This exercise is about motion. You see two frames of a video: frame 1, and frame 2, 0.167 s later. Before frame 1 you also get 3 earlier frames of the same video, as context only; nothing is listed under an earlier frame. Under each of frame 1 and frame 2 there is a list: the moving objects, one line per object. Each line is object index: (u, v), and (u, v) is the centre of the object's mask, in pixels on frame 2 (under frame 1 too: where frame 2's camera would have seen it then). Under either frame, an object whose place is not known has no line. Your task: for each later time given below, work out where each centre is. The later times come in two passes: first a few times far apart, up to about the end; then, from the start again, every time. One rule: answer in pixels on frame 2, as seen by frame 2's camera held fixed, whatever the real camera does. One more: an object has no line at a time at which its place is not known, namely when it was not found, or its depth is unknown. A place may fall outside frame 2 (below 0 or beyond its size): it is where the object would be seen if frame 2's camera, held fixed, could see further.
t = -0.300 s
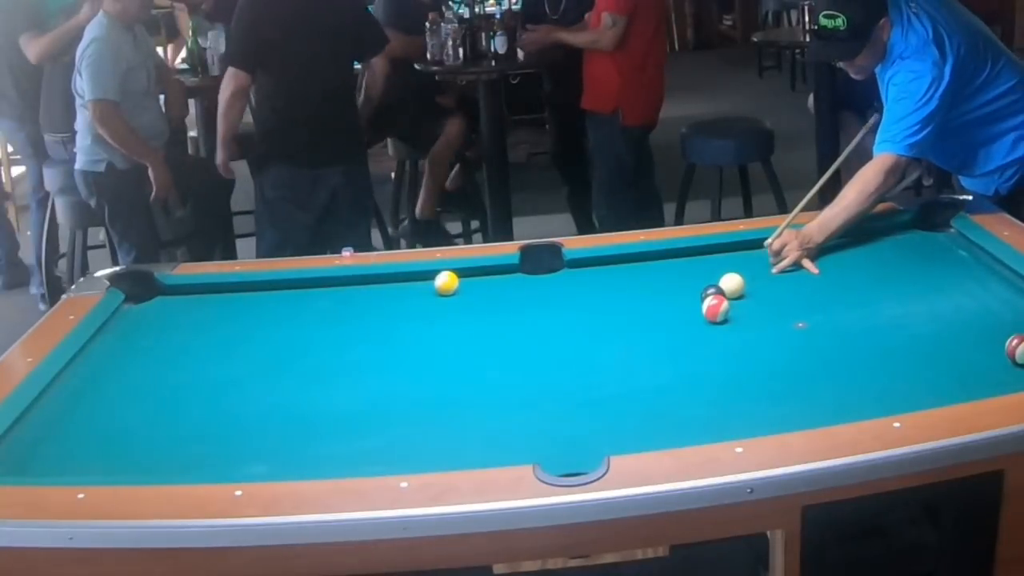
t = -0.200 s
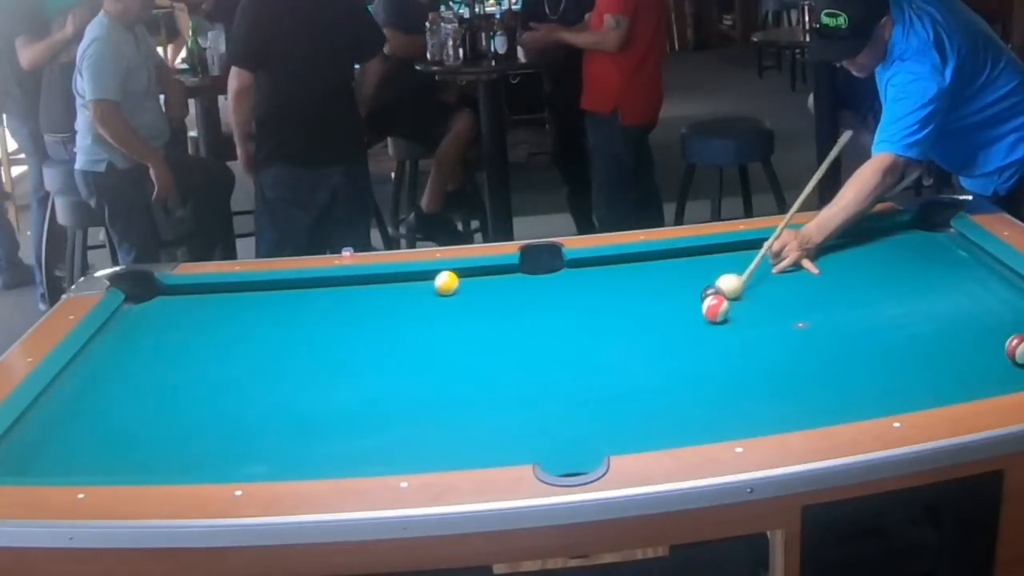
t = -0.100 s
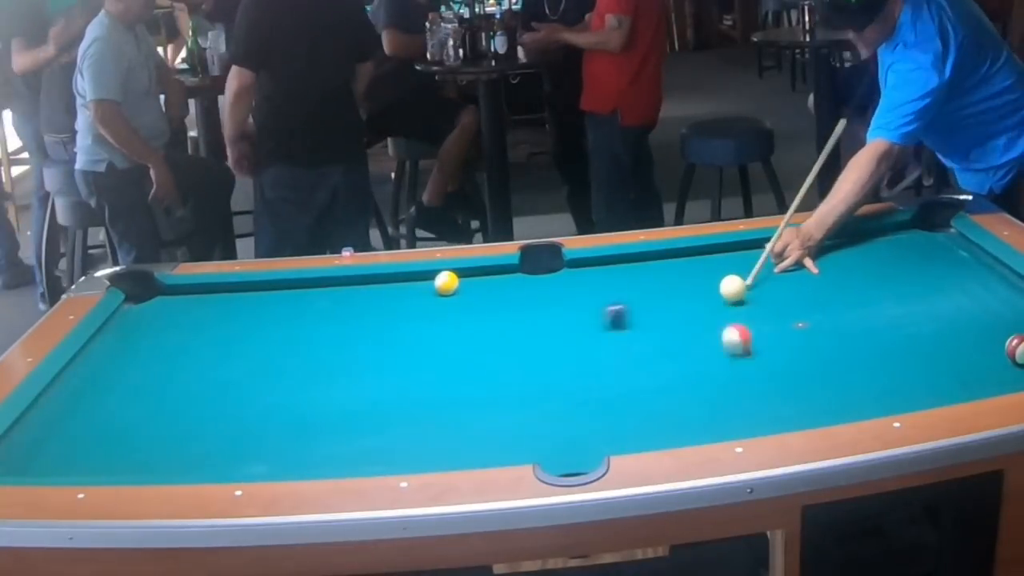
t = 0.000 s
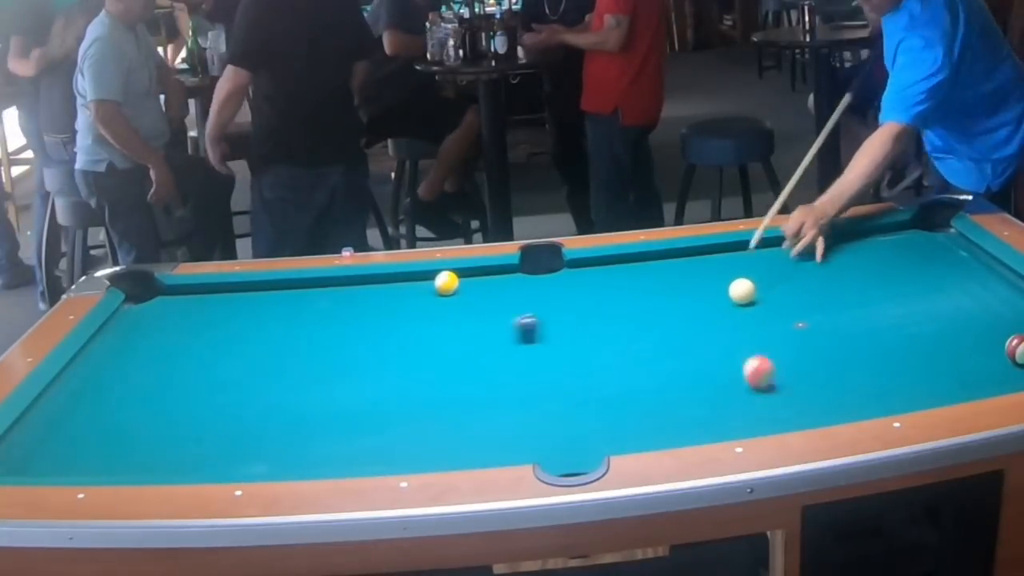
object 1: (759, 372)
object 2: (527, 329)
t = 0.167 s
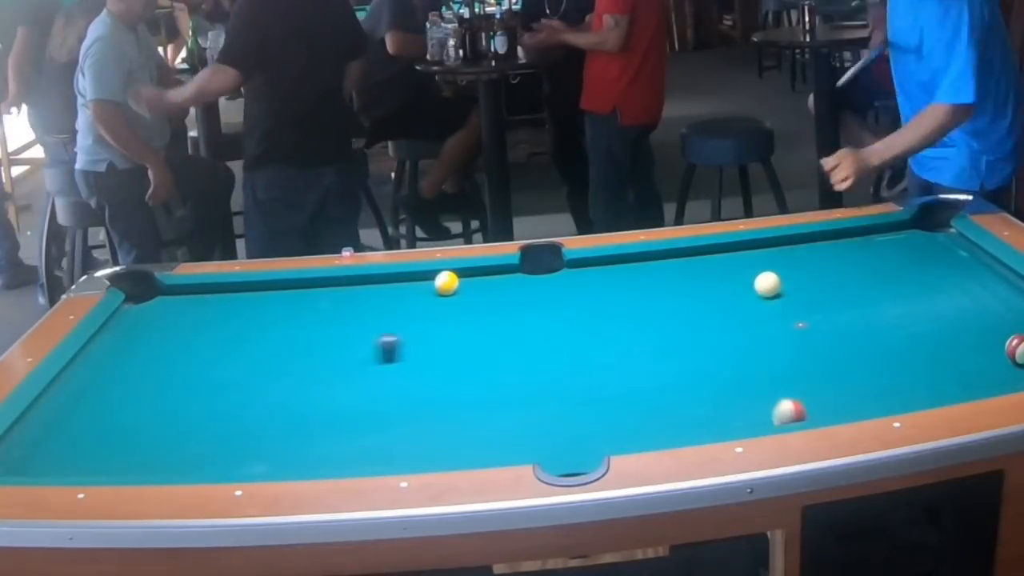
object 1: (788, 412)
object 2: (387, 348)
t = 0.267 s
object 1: (772, 394)
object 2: (302, 359)
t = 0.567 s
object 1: (732, 342)
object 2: (64, 381)
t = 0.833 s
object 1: (704, 305)
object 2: (194, 380)
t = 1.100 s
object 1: (681, 274)
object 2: (321, 377)
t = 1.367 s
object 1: (667, 258)
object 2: (449, 372)
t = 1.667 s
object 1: (673, 278)
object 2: (590, 361)
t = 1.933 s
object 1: (679, 296)
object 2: (712, 350)
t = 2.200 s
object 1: (686, 315)
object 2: (828, 338)
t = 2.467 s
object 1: (692, 335)
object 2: (937, 324)
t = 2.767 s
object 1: (698, 358)
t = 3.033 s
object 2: (993, 315)
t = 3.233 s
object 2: (950, 323)
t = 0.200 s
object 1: (783, 407)
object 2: (359, 350)
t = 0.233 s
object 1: (777, 401)
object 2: (332, 355)
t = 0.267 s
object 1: (772, 394)
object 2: (302, 359)
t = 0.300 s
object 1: (767, 388)
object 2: (275, 360)
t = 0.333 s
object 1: (762, 382)
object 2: (248, 365)
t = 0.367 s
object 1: (757, 375)
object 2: (218, 368)
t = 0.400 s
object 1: (753, 370)
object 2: (192, 369)
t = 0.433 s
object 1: (749, 364)
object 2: (164, 373)
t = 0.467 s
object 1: (744, 358)
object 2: (135, 375)
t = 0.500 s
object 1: (740, 353)
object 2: (110, 376)
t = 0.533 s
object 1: (736, 348)
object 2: (79, 379)
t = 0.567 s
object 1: (732, 342)
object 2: (64, 381)
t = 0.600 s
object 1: (729, 337)
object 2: (83, 381)
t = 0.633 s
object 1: (725, 332)
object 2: (100, 382)
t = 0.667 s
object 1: (721, 327)
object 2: (117, 381)
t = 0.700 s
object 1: (717, 323)
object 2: (132, 381)
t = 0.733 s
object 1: (714, 318)
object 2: (147, 381)
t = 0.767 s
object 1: (711, 313)
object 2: (162, 380)
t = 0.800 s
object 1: (708, 309)
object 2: (179, 380)
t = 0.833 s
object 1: (704, 305)
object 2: (194, 380)
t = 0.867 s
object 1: (701, 301)
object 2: (210, 380)
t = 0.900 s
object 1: (698, 297)
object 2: (225, 380)
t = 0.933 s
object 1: (695, 293)
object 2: (240, 379)
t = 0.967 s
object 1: (692, 289)
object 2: (258, 379)
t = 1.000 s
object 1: (689, 285)
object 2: (273, 379)
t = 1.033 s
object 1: (687, 282)
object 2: (289, 378)
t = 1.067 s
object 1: (684, 278)
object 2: (305, 378)
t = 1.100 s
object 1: (681, 274)
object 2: (321, 377)
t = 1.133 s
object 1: (679, 271)
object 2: (336, 375)
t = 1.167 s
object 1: (676, 267)
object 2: (353, 376)
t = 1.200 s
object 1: (673, 264)
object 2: (368, 375)
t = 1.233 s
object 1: (671, 261)
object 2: (384, 374)
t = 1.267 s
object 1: (669, 258)
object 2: (401, 374)
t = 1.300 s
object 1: (666, 255)
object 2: (416, 373)
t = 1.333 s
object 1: (666, 256)
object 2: (433, 371)
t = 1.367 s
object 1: (667, 258)
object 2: (449, 372)
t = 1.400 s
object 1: (668, 260)
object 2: (464, 370)
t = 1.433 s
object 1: (669, 262)
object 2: (480, 368)
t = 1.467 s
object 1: (669, 264)
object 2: (496, 368)
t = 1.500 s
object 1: (670, 267)
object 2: (510, 367)
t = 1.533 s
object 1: (670, 269)
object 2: (528, 366)
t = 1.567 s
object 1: (671, 271)
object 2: (543, 365)
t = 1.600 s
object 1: (672, 273)
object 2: (559, 364)
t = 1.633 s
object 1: (673, 275)
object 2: (575, 362)
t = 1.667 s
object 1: (673, 278)
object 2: (590, 361)
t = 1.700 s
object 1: (674, 280)
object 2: (604, 360)
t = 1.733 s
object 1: (675, 282)
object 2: (622, 358)
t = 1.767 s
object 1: (676, 285)
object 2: (636, 358)
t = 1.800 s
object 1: (677, 287)
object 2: (652, 356)
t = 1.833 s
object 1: (677, 289)
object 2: (667, 354)
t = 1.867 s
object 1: (678, 291)
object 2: (682, 354)
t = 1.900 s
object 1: (679, 294)
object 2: (696, 352)
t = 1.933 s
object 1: (679, 296)
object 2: (712, 350)
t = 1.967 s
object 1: (680, 299)
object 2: (727, 350)
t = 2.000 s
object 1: (681, 301)
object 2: (742, 348)
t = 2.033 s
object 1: (681, 303)
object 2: (756, 345)
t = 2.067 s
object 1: (682, 305)
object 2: (771, 344)
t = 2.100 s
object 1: (683, 308)
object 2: (785, 343)
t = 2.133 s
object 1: (684, 310)
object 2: (800, 340)
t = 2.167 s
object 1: (685, 312)
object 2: (813, 339)
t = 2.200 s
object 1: (686, 315)
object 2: (828, 338)
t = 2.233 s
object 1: (686, 318)
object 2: (842, 336)
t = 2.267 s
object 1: (687, 320)
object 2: (856, 335)
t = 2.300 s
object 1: (688, 323)
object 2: (869, 333)
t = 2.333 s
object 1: (688, 325)
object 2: (883, 331)
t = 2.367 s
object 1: (689, 327)
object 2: (898, 329)
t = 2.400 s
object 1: (689, 330)
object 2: (910, 328)
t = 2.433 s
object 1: (691, 332)
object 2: (923, 325)
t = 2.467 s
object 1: (692, 335)
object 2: (937, 324)
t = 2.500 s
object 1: (692, 338)
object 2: (949, 321)
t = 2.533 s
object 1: (693, 340)
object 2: (961, 320)
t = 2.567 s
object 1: (694, 342)
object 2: (973, 317)
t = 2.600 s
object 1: (695, 345)
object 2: (986, 316)
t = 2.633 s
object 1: (695, 347)
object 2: (999, 314)
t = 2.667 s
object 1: (696, 350)
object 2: (1009, 312)
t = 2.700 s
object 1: (697, 353)
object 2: (1016, 309)
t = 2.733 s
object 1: (697, 355)
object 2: (1022, 309)
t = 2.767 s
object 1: (698, 358)
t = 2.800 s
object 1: (698, 360)
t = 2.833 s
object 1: (699, 363)
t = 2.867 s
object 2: (1020, 307)
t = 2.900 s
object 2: (1016, 309)
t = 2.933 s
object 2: (1013, 311)
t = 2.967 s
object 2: (1008, 313)
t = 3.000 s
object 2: (1000, 314)
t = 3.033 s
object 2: (993, 315)
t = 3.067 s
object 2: (987, 318)
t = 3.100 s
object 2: (979, 318)
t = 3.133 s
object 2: (971, 319)
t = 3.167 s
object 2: (964, 320)
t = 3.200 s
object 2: (958, 323)
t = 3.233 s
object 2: (950, 323)
